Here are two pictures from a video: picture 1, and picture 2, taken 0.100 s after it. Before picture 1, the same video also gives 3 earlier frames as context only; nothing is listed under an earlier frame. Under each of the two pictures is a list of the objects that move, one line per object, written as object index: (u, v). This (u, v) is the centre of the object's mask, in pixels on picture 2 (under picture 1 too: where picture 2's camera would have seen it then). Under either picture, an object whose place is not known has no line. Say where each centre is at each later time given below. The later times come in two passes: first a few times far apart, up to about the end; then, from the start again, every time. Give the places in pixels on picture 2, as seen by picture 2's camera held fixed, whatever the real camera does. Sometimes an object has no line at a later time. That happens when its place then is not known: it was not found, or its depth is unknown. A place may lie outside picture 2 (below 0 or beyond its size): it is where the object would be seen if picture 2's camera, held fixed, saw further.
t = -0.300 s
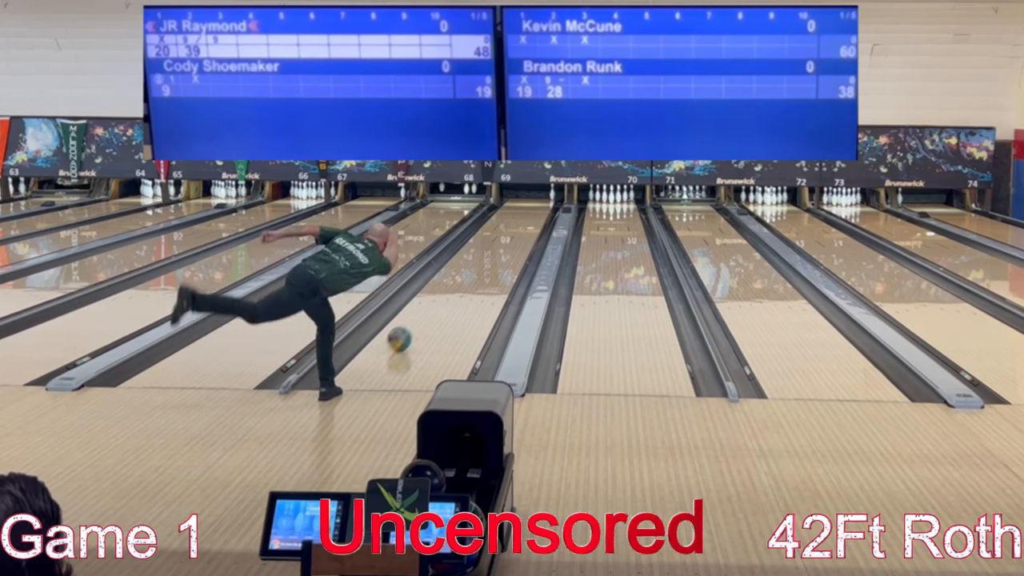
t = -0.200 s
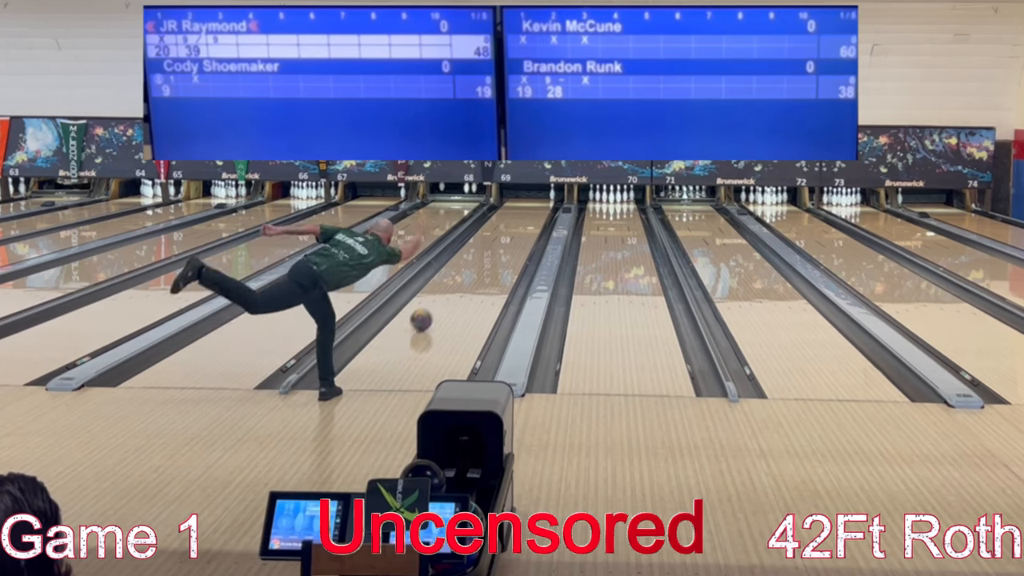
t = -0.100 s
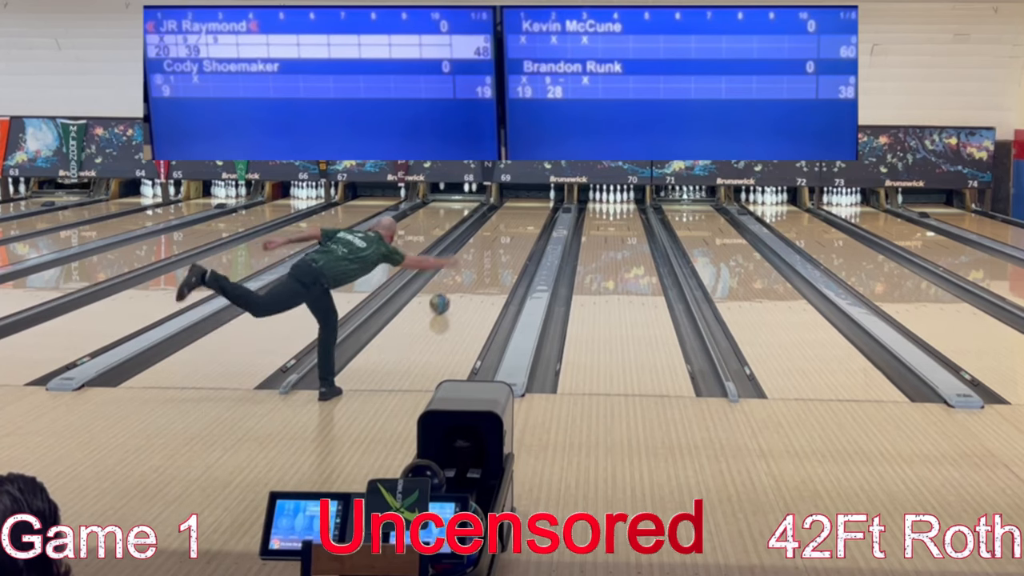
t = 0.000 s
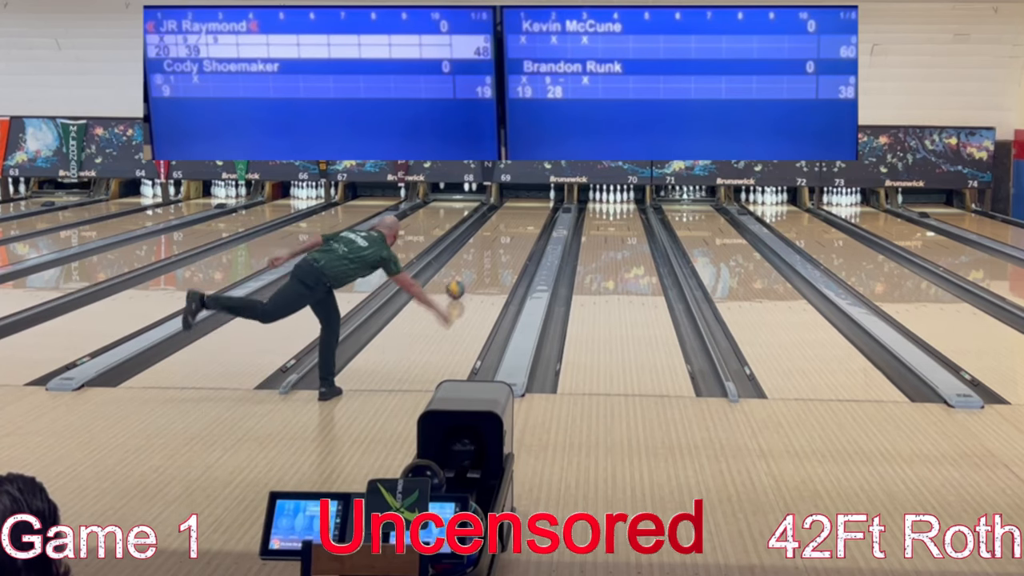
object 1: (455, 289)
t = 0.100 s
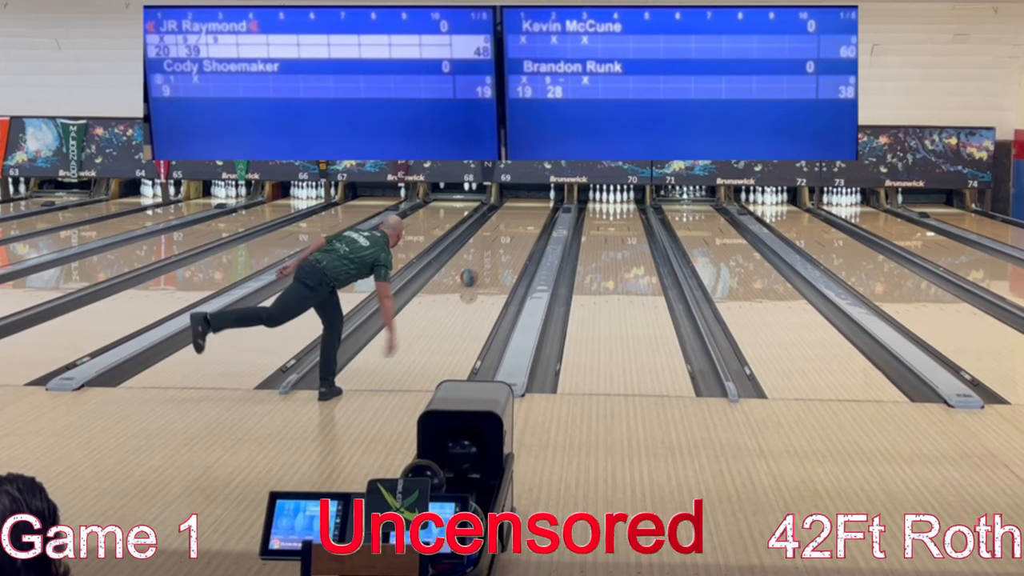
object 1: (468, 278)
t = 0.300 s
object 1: (492, 258)
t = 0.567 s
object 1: (513, 237)
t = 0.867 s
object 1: (533, 219)
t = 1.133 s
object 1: (545, 209)
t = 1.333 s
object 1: (549, 201)
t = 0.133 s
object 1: (472, 274)
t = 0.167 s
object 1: (477, 271)
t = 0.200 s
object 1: (480, 267)
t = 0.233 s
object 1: (484, 263)
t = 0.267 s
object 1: (488, 260)
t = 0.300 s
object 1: (492, 258)
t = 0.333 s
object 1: (493, 254)
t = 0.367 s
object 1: (497, 251)
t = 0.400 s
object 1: (500, 249)
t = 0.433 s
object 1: (503, 246)
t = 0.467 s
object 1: (506, 244)
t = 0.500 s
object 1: (508, 241)
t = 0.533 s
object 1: (511, 240)
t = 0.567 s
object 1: (513, 237)
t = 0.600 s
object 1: (516, 235)
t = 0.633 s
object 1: (518, 233)
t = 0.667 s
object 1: (520, 231)
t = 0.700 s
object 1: (523, 229)
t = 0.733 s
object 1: (524, 227)
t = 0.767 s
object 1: (527, 225)
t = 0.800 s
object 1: (528, 223)
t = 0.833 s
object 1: (531, 221)
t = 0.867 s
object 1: (533, 219)
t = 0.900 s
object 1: (534, 218)
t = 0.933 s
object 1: (535, 217)
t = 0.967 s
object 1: (537, 215)
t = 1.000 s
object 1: (538, 214)
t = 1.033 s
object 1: (540, 212)
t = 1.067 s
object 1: (542, 211)
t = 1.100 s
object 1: (543, 209)
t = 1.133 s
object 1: (545, 209)
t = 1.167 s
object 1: (544, 207)
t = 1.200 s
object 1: (546, 205)
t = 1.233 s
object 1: (547, 204)
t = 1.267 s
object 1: (547, 203)
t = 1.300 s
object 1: (548, 202)
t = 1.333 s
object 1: (549, 201)
